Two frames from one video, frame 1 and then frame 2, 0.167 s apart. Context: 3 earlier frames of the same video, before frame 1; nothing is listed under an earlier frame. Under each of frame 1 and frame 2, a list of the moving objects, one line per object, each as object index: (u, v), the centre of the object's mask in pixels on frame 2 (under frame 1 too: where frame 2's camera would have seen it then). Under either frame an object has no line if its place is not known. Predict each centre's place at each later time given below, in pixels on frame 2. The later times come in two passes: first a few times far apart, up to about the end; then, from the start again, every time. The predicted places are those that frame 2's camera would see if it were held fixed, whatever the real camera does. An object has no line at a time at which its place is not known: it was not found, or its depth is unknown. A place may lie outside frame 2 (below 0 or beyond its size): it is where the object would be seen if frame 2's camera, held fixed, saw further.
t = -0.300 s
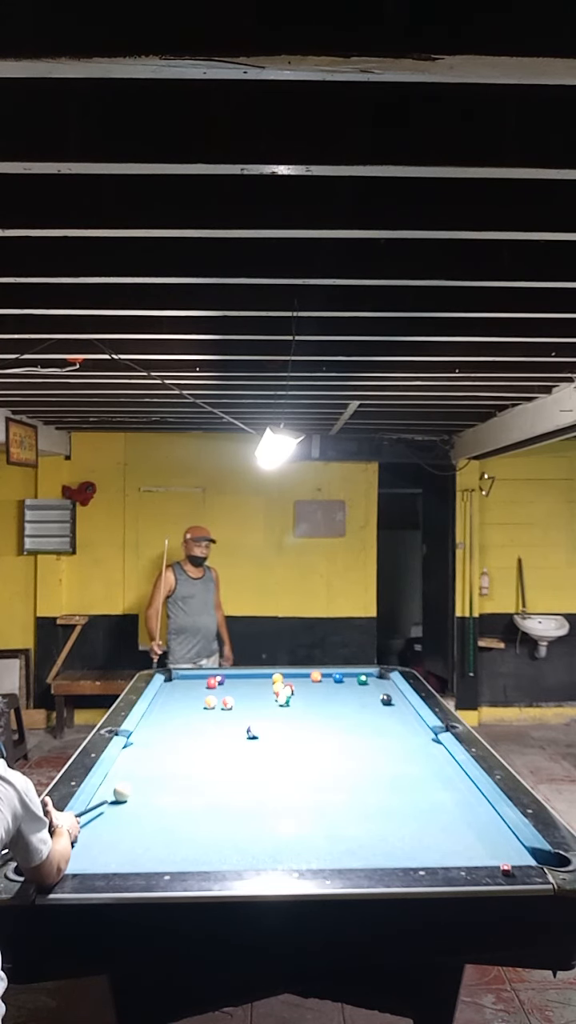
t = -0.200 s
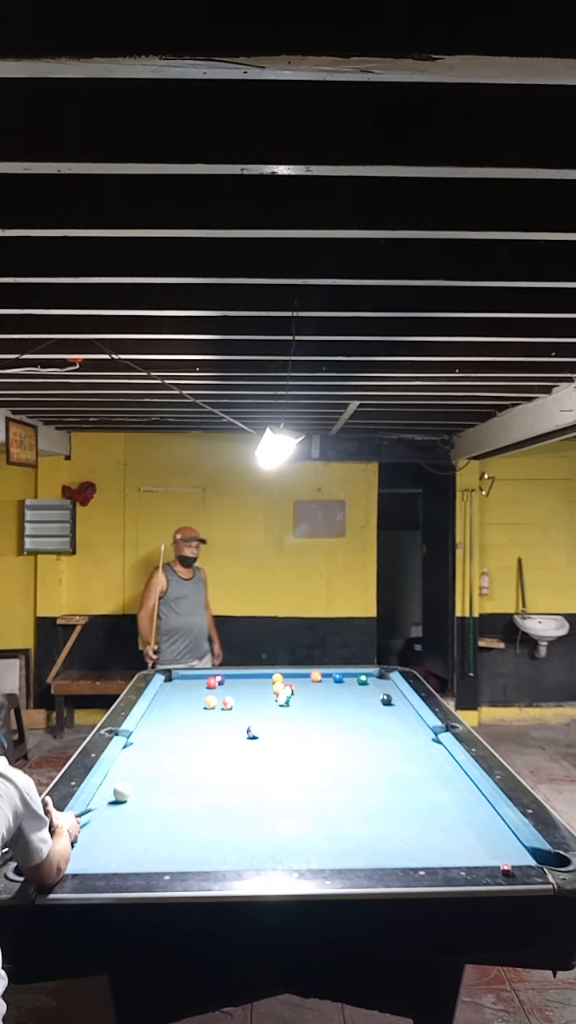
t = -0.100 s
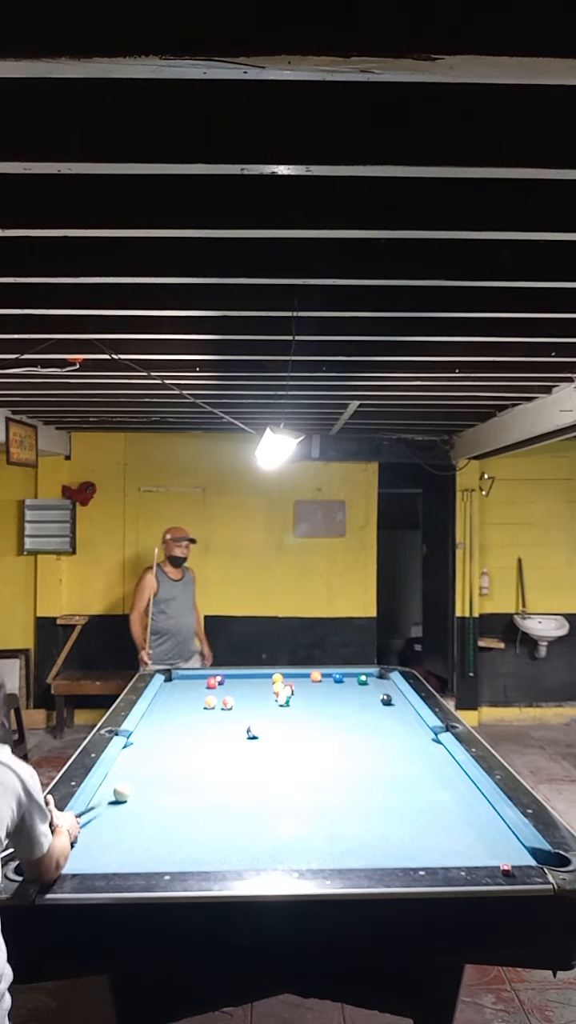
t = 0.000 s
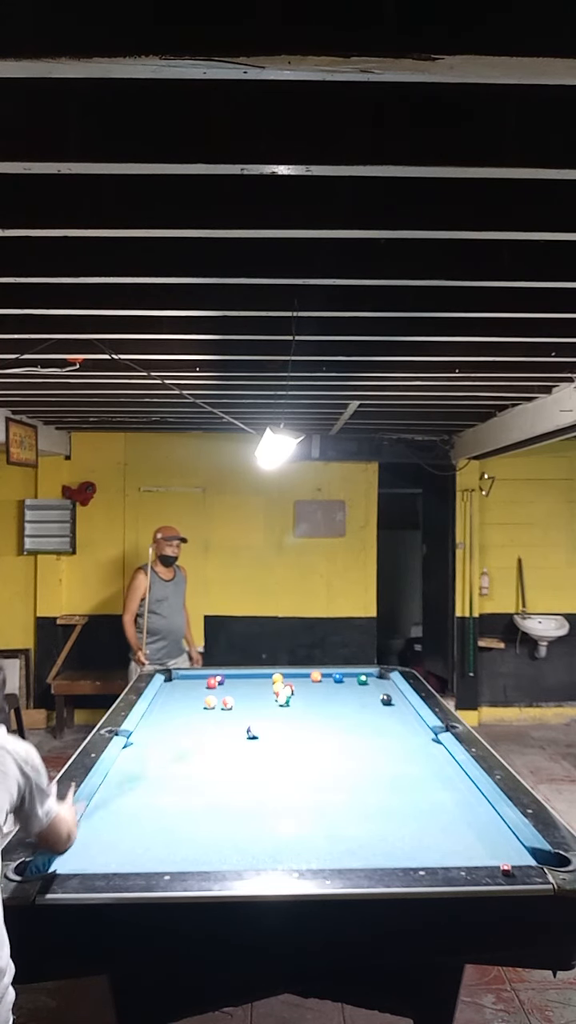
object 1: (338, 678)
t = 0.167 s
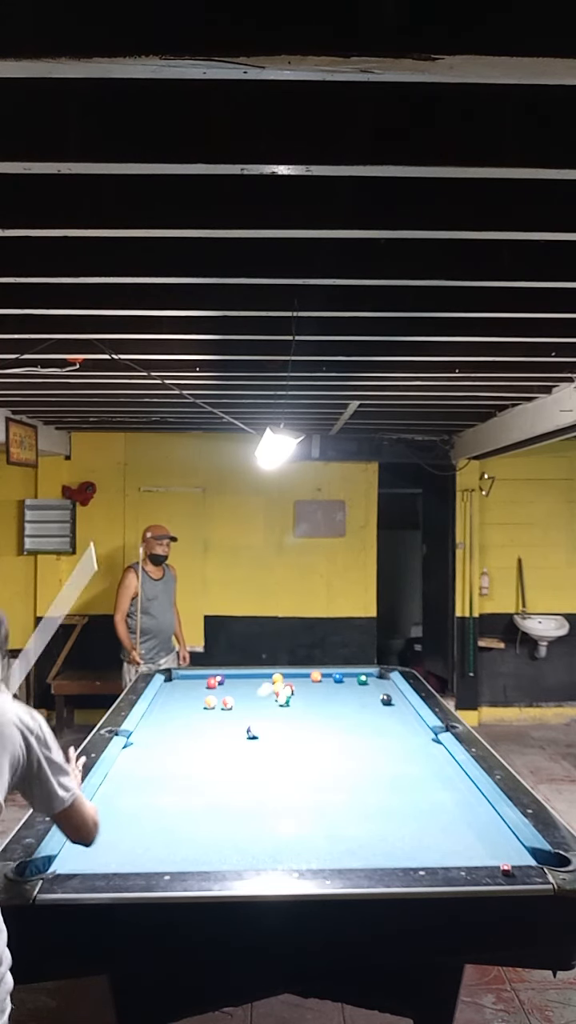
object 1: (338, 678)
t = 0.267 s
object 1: (338, 678)
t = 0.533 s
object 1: (356, 686)
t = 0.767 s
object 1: (376, 695)
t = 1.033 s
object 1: (391, 698)
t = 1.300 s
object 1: (401, 700)
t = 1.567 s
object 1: (396, 701)
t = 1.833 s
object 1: (392, 701)
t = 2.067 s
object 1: (389, 701)
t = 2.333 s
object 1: (386, 701)
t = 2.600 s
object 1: (385, 701)
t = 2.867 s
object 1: (383, 701)
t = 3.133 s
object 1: (367, 701)
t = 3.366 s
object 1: (354, 700)
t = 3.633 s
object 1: (340, 699)
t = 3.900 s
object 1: (328, 699)
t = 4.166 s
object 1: (317, 698)
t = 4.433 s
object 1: (308, 698)
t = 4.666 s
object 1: (301, 697)
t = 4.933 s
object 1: (294, 697)
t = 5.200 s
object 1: (292, 696)
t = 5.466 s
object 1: (292, 696)
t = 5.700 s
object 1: (292, 696)
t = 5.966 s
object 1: (292, 696)
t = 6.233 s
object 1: (292, 696)
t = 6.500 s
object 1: (292, 696)
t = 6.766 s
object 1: (292, 696)
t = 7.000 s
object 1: (292, 696)
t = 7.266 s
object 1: (292, 696)
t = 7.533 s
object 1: (292, 696)
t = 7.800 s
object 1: (292, 696)
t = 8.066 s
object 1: (292, 696)
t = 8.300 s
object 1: (292, 696)
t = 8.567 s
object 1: (292, 696)
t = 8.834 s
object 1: (292, 696)
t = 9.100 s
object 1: (293, 696)
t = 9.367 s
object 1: (293, 696)
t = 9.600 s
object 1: (292, 696)
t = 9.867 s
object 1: (293, 696)
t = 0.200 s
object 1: (338, 678)
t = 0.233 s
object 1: (338, 678)
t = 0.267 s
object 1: (338, 678)
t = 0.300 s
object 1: (338, 678)
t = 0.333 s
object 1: (339, 679)
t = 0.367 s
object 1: (342, 680)
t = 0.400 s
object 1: (345, 682)
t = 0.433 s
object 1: (348, 682)
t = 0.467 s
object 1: (351, 684)
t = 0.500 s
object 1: (354, 685)
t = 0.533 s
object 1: (356, 686)
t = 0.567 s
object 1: (359, 688)
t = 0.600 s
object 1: (362, 688)
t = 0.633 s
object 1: (365, 689)
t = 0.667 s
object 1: (368, 691)
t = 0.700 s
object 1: (371, 692)
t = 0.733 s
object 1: (374, 693)
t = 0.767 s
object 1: (376, 695)
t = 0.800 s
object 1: (378, 695)
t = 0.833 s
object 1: (380, 693)
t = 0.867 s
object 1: (383, 694)
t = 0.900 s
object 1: (386, 695)
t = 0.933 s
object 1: (387, 697)
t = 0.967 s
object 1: (388, 697)
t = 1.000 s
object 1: (390, 697)
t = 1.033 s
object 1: (391, 698)
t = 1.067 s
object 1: (393, 698)
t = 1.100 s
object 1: (394, 698)
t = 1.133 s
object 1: (396, 698)
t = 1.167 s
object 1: (398, 698)
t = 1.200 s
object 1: (399, 699)
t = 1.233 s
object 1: (401, 699)
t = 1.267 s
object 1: (401, 700)
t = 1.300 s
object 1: (401, 700)
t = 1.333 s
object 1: (400, 700)
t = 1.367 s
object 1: (399, 700)
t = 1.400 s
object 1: (399, 700)
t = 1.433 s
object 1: (398, 700)
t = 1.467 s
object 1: (398, 701)
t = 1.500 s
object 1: (397, 700)
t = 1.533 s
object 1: (397, 700)
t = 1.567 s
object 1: (396, 701)
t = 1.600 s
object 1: (395, 701)
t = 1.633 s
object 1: (395, 701)
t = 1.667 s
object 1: (394, 701)
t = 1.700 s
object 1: (394, 701)
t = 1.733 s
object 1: (393, 701)
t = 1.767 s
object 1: (393, 701)
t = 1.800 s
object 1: (392, 701)
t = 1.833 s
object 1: (392, 701)
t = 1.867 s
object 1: (391, 701)
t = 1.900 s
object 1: (391, 701)
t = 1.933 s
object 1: (390, 701)
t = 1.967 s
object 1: (390, 701)
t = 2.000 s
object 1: (390, 701)
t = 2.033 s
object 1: (389, 701)
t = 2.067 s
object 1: (389, 701)
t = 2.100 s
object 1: (388, 701)
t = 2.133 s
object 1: (388, 701)
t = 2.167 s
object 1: (388, 701)
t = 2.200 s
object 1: (387, 701)
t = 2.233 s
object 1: (387, 701)
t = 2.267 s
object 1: (387, 701)
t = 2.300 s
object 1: (387, 701)
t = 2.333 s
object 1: (386, 701)
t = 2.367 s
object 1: (386, 701)
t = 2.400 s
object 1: (386, 701)
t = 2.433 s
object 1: (386, 701)
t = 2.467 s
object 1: (386, 701)
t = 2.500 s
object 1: (386, 701)
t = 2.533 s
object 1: (385, 701)
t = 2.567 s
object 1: (385, 701)
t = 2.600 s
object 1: (385, 701)
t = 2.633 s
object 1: (385, 701)
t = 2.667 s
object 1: (385, 702)
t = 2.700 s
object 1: (385, 701)
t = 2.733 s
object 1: (384, 701)
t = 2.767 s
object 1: (384, 701)
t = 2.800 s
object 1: (384, 701)
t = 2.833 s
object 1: (384, 701)
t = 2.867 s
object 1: (383, 701)
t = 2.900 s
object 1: (380, 701)
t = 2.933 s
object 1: (379, 701)
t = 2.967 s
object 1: (376, 701)
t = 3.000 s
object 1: (374, 701)
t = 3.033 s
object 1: (373, 701)
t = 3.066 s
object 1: (371, 701)
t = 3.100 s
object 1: (369, 701)
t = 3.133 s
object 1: (367, 701)
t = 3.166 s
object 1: (365, 701)
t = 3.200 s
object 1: (363, 700)
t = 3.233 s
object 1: (361, 701)
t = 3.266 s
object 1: (359, 700)
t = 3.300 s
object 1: (357, 700)
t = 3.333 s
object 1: (356, 700)
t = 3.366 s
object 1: (354, 700)
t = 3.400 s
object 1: (352, 699)
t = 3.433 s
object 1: (350, 699)
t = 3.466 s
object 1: (349, 700)
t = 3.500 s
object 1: (347, 700)
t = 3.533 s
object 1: (345, 699)
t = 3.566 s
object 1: (343, 699)
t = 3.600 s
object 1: (342, 699)
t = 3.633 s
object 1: (340, 699)
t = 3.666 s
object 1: (339, 699)
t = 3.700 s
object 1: (337, 698)
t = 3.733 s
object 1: (336, 699)
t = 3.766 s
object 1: (334, 698)
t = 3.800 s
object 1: (332, 698)
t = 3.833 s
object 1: (331, 698)
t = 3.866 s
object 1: (330, 698)
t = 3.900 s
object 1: (328, 699)
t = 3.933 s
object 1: (327, 698)
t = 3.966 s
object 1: (325, 698)
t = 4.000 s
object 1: (324, 698)
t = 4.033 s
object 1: (323, 698)
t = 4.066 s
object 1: (321, 698)
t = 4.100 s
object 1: (320, 698)
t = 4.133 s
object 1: (319, 697)
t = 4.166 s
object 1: (317, 698)
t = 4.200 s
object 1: (316, 698)
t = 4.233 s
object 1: (315, 697)
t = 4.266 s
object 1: (313, 697)
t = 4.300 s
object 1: (312, 697)
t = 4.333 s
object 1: (311, 697)
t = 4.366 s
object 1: (310, 698)
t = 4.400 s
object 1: (309, 698)
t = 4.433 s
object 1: (308, 698)
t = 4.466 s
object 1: (306, 698)
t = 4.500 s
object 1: (305, 698)
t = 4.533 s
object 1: (304, 697)
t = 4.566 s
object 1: (304, 697)
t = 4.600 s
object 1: (302, 697)
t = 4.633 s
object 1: (301, 697)
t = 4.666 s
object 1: (301, 697)
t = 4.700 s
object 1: (300, 697)
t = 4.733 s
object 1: (299, 696)
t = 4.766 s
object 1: (298, 696)
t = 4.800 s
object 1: (297, 696)
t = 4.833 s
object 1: (296, 696)
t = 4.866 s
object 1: (295, 696)
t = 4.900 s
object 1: (295, 697)
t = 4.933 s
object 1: (294, 697)
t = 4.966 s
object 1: (294, 696)
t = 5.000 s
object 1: (293, 697)
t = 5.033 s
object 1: (293, 696)
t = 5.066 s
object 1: (293, 696)
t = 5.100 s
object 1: (292, 696)
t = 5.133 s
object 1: (293, 696)
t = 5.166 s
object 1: (292, 696)
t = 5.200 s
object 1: (292, 696)
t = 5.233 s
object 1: (292, 696)
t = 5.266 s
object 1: (292, 696)
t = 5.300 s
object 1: (292, 696)
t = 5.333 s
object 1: (292, 696)
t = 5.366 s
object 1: (292, 696)
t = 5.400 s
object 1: (292, 696)
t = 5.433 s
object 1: (292, 696)
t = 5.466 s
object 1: (292, 696)
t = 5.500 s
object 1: (292, 696)
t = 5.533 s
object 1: (292, 696)
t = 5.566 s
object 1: (292, 696)
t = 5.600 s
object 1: (292, 696)
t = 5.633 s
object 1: (292, 696)
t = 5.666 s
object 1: (292, 696)
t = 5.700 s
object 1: (292, 696)
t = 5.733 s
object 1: (292, 696)
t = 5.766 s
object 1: (292, 696)
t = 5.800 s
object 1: (292, 696)
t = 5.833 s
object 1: (292, 696)
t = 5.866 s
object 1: (292, 696)
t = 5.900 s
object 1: (292, 696)
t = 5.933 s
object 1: (292, 696)
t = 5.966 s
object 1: (292, 696)
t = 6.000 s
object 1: (292, 696)
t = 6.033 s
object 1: (292, 696)
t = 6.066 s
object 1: (292, 696)
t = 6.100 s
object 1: (292, 696)
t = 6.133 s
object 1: (292, 696)
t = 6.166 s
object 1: (292, 696)
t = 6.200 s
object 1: (292, 696)
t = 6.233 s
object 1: (292, 696)
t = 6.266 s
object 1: (292, 696)
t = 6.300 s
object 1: (292, 696)
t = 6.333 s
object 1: (292, 696)
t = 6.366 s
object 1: (292, 696)
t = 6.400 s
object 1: (292, 696)
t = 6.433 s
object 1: (292, 696)
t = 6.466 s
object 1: (292, 696)
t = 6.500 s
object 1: (292, 696)
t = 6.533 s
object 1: (292, 696)
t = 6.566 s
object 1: (292, 696)
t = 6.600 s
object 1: (292, 696)
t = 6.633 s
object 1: (292, 696)
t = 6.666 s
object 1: (292, 696)
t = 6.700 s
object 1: (292, 696)
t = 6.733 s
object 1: (292, 696)
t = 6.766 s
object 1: (292, 696)
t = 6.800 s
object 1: (292, 696)
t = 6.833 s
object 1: (292, 696)
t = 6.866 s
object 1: (292, 696)
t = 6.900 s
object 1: (292, 696)
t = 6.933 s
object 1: (292, 696)
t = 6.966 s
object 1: (292, 696)
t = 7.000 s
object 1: (292, 696)
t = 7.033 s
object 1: (292, 696)
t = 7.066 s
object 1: (292, 696)
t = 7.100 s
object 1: (292, 696)
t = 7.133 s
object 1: (292, 696)
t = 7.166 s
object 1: (292, 696)
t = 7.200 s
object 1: (292, 696)
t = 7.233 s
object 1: (292, 696)
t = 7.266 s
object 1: (292, 696)
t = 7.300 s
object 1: (292, 696)
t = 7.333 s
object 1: (292, 696)
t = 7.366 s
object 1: (292, 696)
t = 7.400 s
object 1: (292, 696)
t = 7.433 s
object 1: (292, 696)
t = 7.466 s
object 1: (292, 696)
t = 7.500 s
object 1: (292, 696)
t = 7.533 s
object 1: (292, 696)
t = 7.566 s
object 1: (292, 696)
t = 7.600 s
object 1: (292, 696)
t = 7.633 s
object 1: (292, 696)
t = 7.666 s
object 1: (292, 696)
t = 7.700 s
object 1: (292, 696)
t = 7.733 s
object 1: (292, 696)
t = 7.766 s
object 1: (292, 696)
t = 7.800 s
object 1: (292, 696)
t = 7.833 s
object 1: (292, 696)
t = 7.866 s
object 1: (292, 696)
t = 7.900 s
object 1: (292, 696)
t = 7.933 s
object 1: (292, 696)
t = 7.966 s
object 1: (292, 696)
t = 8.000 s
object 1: (292, 696)
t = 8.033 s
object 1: (292, 696)
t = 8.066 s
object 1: (292, 696)
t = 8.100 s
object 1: (292, 696)
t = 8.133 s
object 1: (292, 696)
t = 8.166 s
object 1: (292, 696)
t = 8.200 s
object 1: (292, 696)
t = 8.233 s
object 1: (292, 696)
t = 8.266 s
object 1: (292, 696)
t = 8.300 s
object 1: (292, 696)
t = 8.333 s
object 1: (292, 696)
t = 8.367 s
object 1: (292, 696)
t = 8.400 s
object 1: (292, 696)
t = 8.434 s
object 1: (292, 696)
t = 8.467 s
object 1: (292, 696)
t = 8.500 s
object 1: (292, 696)
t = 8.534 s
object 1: (292, 696)
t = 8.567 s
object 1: (292, 696)
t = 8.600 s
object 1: (292, 696)
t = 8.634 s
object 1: (292, 696)
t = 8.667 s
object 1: (292, 696)
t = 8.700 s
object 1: (292, 696)
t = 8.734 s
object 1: (292, 696)
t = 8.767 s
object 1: (292, 696)
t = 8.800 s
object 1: (292, 696)
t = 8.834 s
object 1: (292, 696)
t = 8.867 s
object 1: (293, 696)
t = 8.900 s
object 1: (292, 696)
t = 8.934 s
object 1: (292, 696)
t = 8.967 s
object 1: (292, 696)
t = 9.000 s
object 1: (292, 696)
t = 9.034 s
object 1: (292, 696)
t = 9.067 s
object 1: (292, 696)
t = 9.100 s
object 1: (293, 696)
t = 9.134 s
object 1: (292, 696)
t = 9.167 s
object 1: (292, 696)
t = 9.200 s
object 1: (292, 696)
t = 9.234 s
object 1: (292, 696)
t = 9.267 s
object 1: (292, 696)
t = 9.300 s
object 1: (292, 696)
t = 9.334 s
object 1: (292, 696)
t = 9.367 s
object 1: (293, 696)
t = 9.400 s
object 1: (293, 696)
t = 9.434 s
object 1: (292, 696)
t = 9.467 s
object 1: (292, 696)
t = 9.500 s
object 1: (292, 696)
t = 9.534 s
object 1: (292, 696)
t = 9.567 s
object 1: (292, 696)
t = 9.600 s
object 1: (292, 696)
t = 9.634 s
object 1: (292, 696)
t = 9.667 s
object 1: (293, 696)
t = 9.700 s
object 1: (292, 696)
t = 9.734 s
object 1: (293, 696)
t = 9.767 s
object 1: (293, 696)
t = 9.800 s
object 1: (292, 696)
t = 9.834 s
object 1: (292, 696)
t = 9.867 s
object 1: (293, 696)
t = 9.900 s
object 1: (293, 696)
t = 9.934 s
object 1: (292, 696)
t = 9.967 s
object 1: (292, 696)
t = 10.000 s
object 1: (292, 696)
